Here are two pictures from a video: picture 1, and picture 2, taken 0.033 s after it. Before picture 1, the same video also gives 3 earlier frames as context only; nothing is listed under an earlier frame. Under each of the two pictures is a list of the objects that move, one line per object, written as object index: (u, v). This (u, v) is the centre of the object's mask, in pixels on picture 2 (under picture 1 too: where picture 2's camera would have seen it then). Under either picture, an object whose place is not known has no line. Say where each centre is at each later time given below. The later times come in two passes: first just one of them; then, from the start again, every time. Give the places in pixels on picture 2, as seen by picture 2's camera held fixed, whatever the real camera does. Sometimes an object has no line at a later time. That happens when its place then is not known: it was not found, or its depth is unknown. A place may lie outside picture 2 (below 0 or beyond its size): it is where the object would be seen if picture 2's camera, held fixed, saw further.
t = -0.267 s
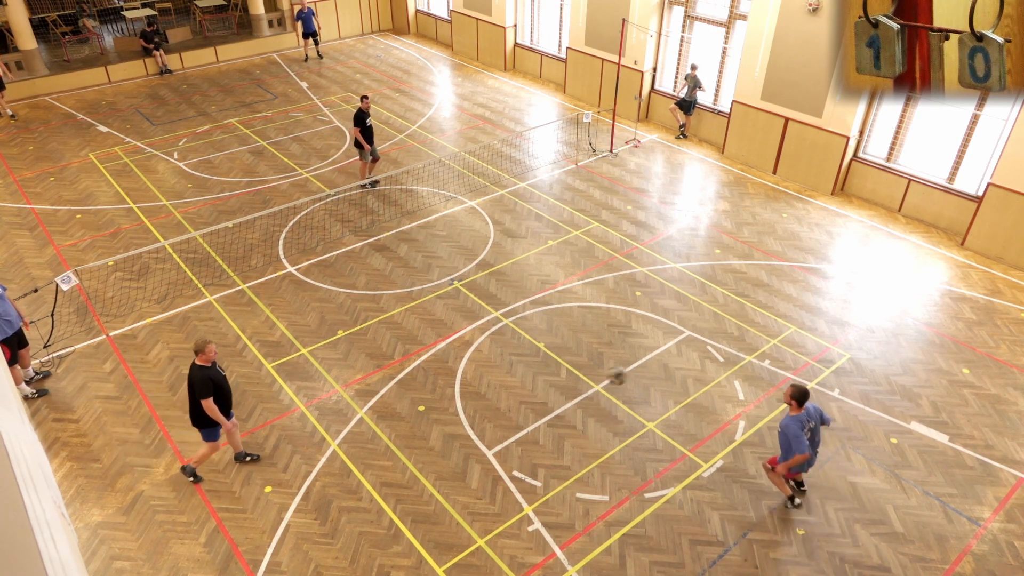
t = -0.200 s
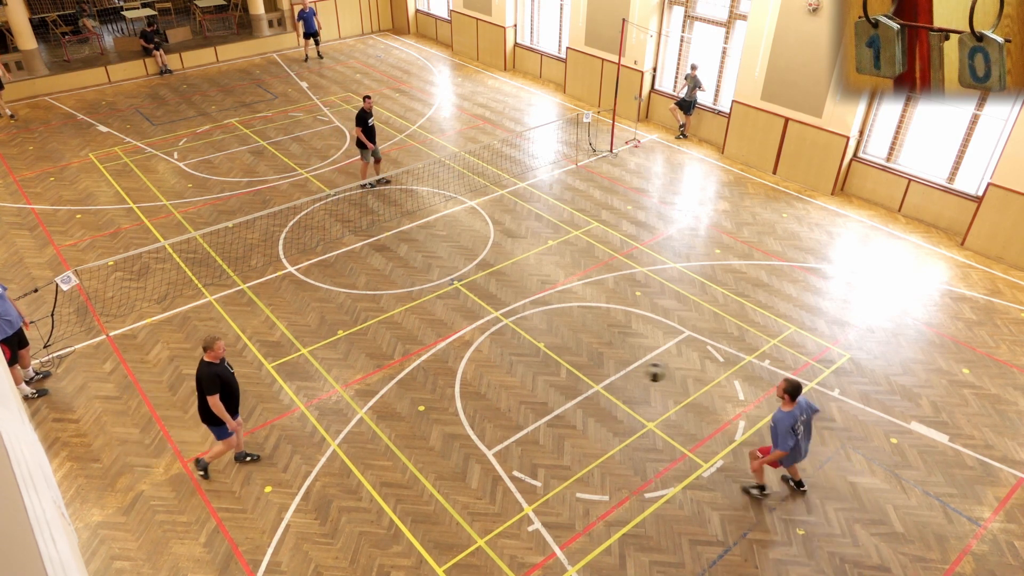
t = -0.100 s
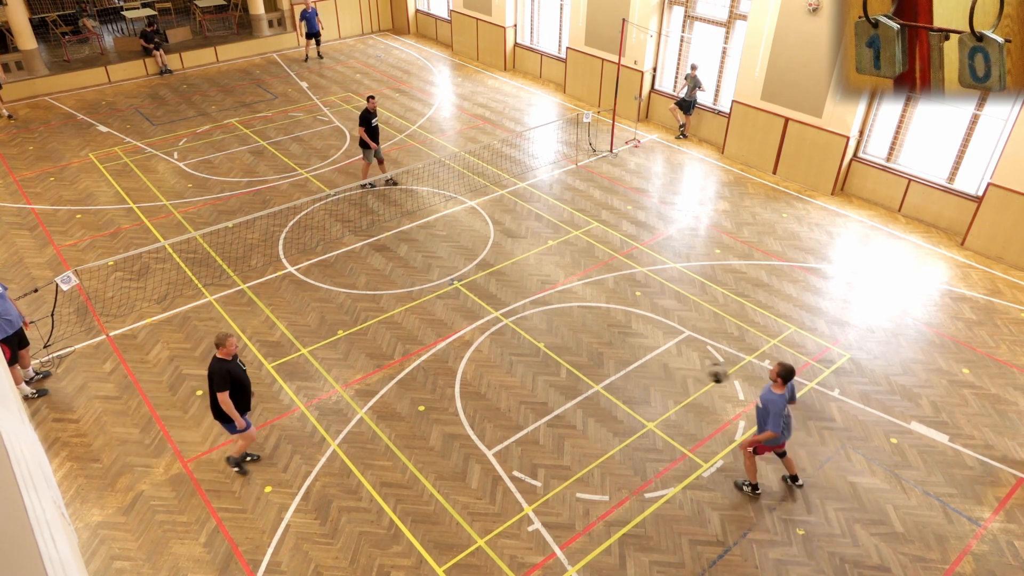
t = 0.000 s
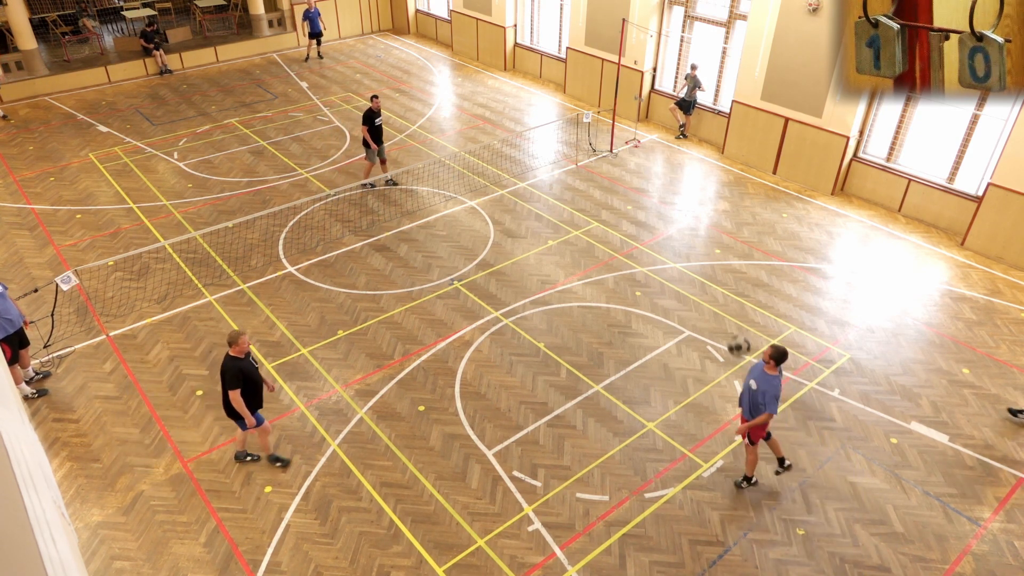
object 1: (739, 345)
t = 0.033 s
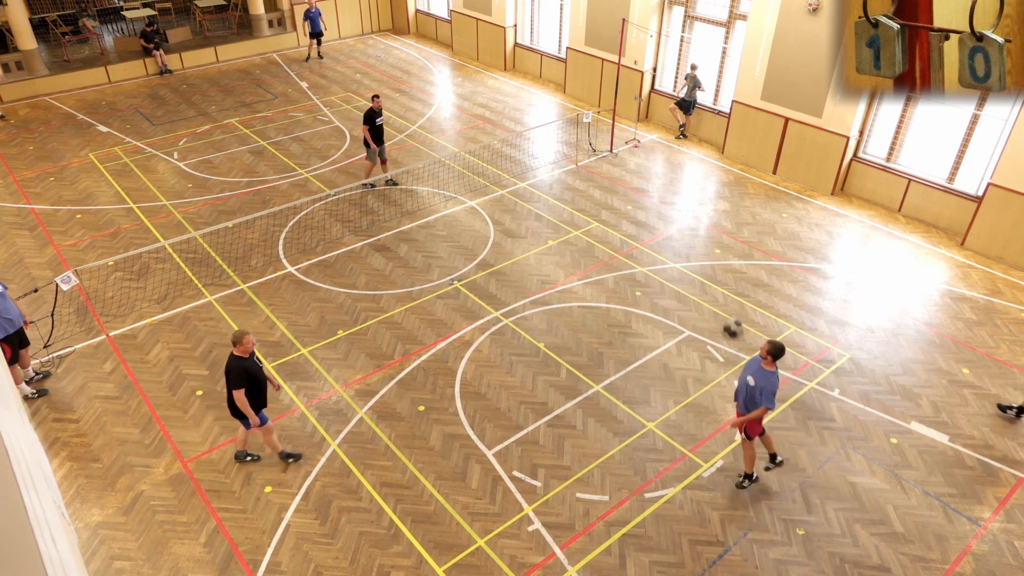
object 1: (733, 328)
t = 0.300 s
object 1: (670, 216)
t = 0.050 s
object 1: (729, 320)
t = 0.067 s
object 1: (724, 311)
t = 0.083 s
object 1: (720, 303)
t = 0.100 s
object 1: (717, 295)
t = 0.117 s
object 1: (713, 288)
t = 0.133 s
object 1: (709, 279)
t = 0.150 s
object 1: (705, 272)
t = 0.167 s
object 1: (702, 265)
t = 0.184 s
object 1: (697, 258)
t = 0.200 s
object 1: (694, 251)
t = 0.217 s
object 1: (690, 245)
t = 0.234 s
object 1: (686, 239)
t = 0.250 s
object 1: (682, 233)
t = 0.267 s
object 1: (678, 227)
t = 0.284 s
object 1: (674, 222)
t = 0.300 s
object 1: (670, 216)
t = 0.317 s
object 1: (666, 211)
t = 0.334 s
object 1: (662, 206)
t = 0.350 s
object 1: (658, 202)
